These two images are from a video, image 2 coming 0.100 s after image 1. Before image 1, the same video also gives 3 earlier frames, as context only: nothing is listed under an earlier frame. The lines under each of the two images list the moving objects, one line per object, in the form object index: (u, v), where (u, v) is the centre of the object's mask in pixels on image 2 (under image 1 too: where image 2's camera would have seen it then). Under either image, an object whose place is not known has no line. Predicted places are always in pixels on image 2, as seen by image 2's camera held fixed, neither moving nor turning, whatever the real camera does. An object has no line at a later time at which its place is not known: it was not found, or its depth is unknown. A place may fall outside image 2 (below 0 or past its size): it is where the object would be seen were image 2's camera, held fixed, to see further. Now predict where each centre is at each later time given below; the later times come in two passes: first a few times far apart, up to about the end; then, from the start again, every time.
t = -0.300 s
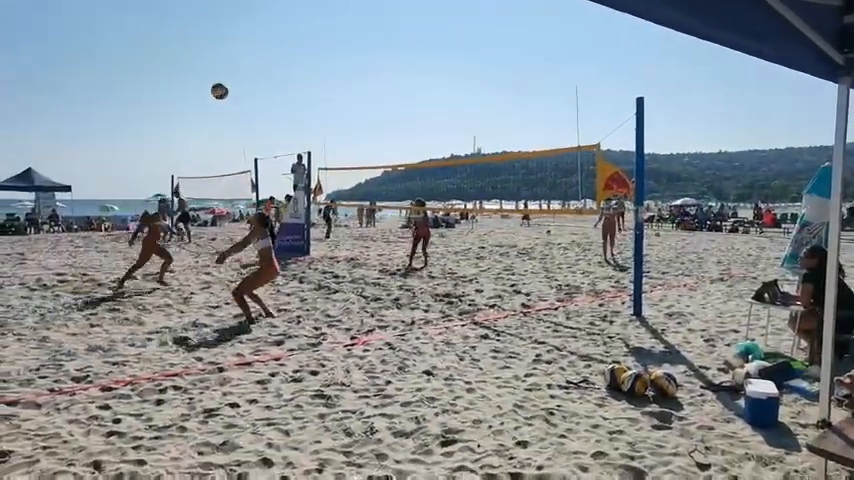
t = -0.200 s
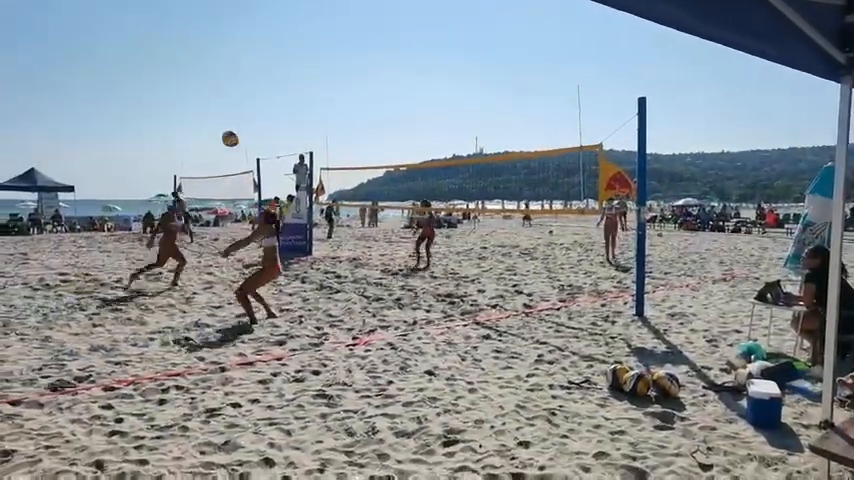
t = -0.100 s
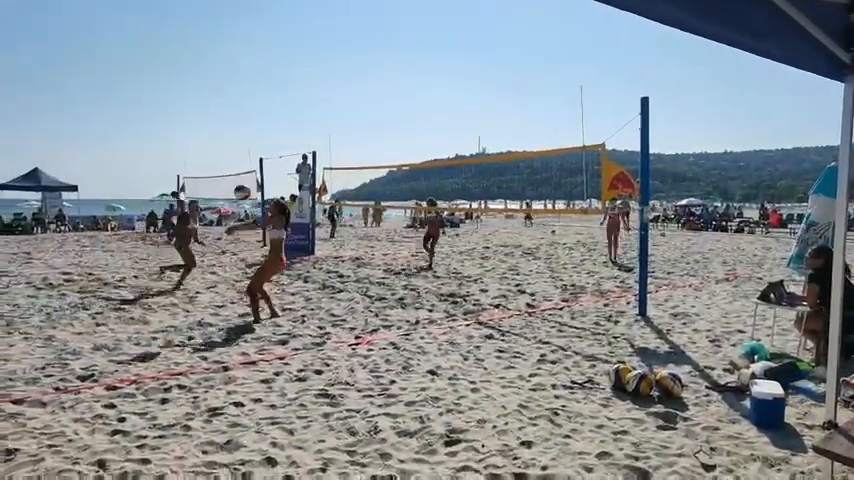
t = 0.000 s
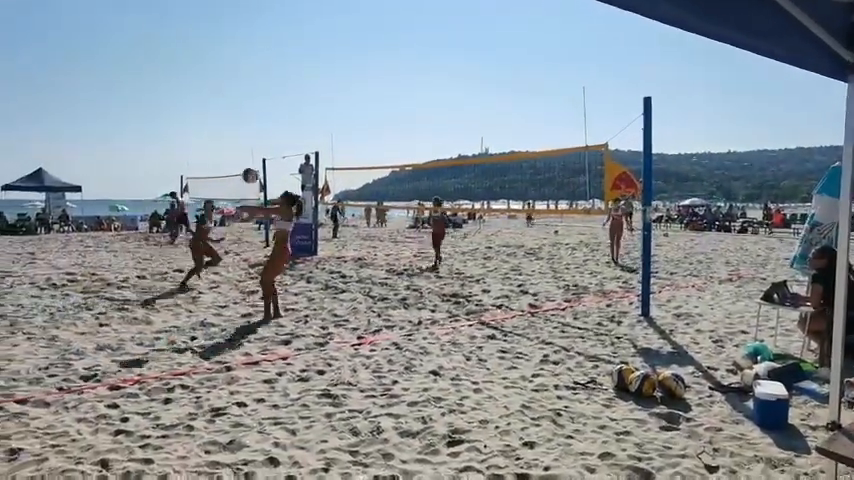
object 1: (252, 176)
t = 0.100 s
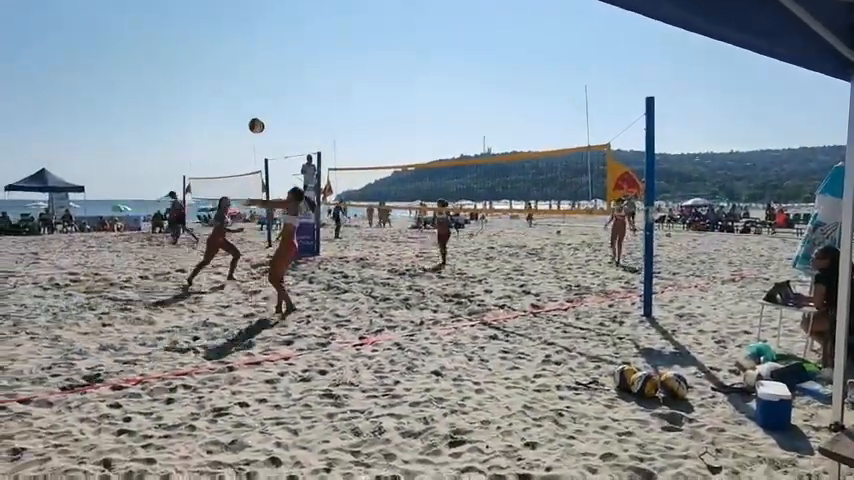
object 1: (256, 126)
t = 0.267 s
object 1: (263, 65)
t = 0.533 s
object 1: (275, 19)
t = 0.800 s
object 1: (287, 21)
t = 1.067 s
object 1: (298, 61)
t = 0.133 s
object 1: (257, 111)
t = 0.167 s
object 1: (259, 98)
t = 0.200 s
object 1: (261, 86)
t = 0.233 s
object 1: (262, 75)
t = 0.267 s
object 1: (263, 65)
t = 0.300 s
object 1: (265, 56)
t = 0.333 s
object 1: (266, 48)
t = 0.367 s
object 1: (268, 41)
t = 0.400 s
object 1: (270, 35)
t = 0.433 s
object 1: (271, 30)
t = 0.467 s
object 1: (273, 25)
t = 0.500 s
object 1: (274, 22)
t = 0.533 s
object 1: (275, 19)
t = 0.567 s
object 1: (277, 17)
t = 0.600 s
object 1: (278, 15)
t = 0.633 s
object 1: (280, 14)
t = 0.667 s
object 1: (281, 15)
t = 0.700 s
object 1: (283, 15)
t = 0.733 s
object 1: (284, 17)
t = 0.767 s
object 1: (286, 18)
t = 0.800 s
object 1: (287, 21)
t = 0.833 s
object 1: (289, 24)
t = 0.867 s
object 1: (290, 28)
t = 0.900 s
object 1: (291, 32)
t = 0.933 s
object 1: (293, 37)
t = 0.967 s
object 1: (294, 42)
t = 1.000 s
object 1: (295, 48)
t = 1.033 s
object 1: (297, 55)
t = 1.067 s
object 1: (298, 61)
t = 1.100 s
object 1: (299, 68)
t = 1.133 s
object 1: (301, 76)
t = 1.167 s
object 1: (302, 84)
